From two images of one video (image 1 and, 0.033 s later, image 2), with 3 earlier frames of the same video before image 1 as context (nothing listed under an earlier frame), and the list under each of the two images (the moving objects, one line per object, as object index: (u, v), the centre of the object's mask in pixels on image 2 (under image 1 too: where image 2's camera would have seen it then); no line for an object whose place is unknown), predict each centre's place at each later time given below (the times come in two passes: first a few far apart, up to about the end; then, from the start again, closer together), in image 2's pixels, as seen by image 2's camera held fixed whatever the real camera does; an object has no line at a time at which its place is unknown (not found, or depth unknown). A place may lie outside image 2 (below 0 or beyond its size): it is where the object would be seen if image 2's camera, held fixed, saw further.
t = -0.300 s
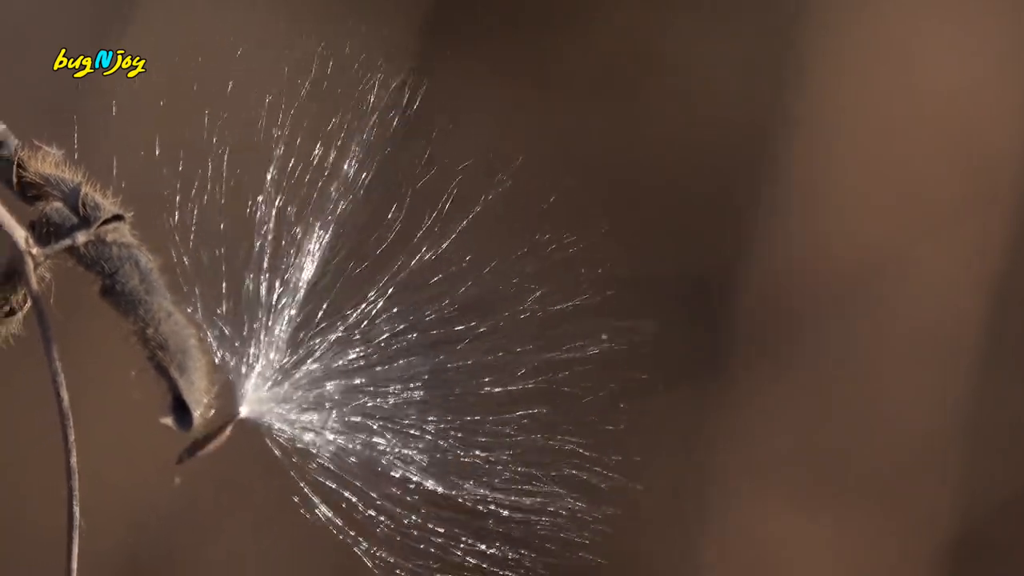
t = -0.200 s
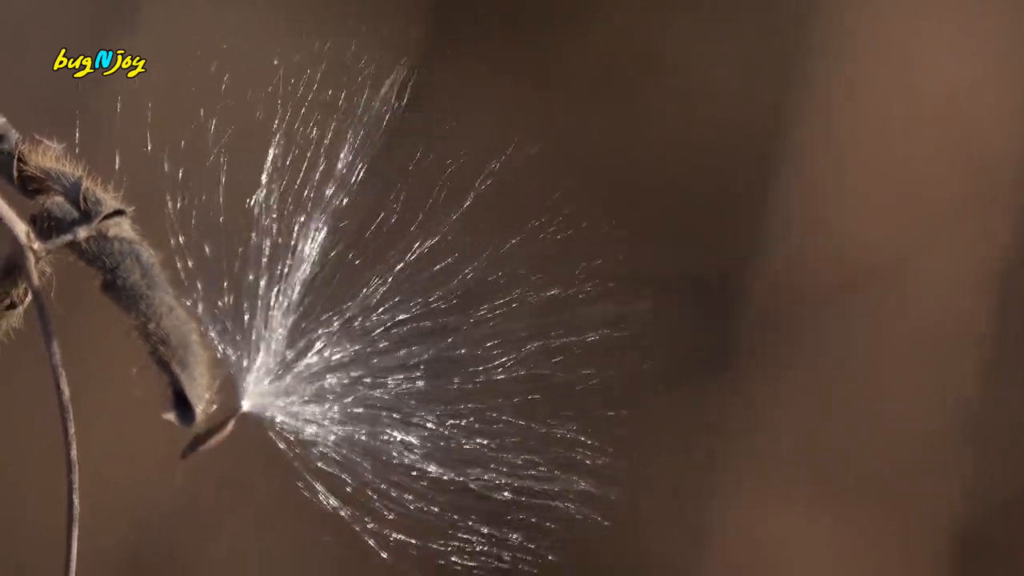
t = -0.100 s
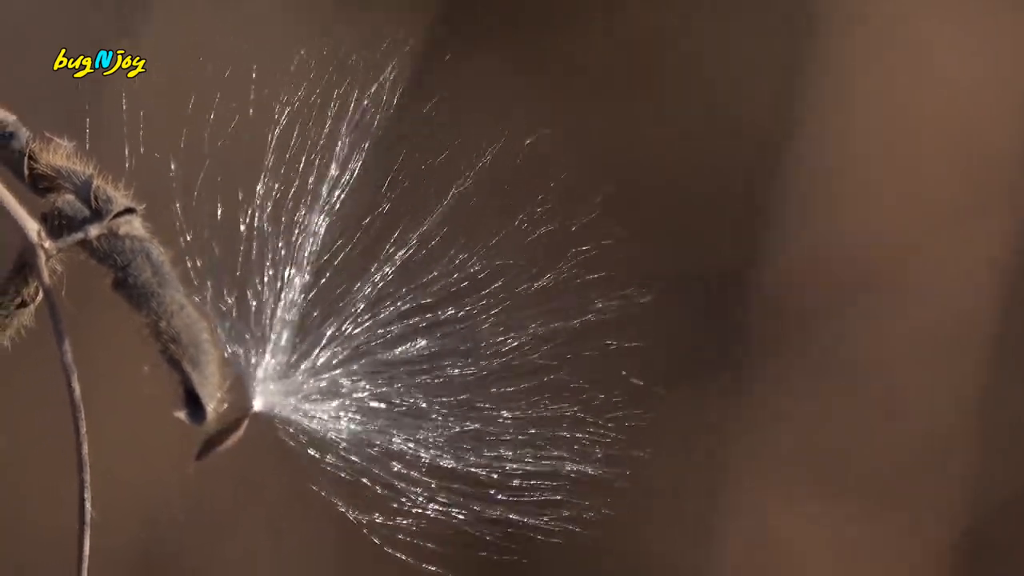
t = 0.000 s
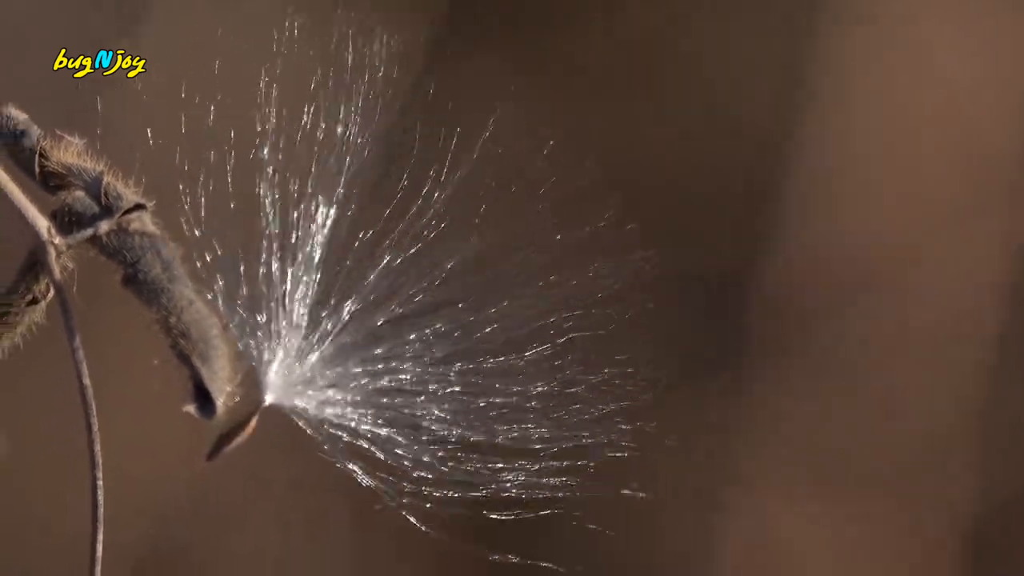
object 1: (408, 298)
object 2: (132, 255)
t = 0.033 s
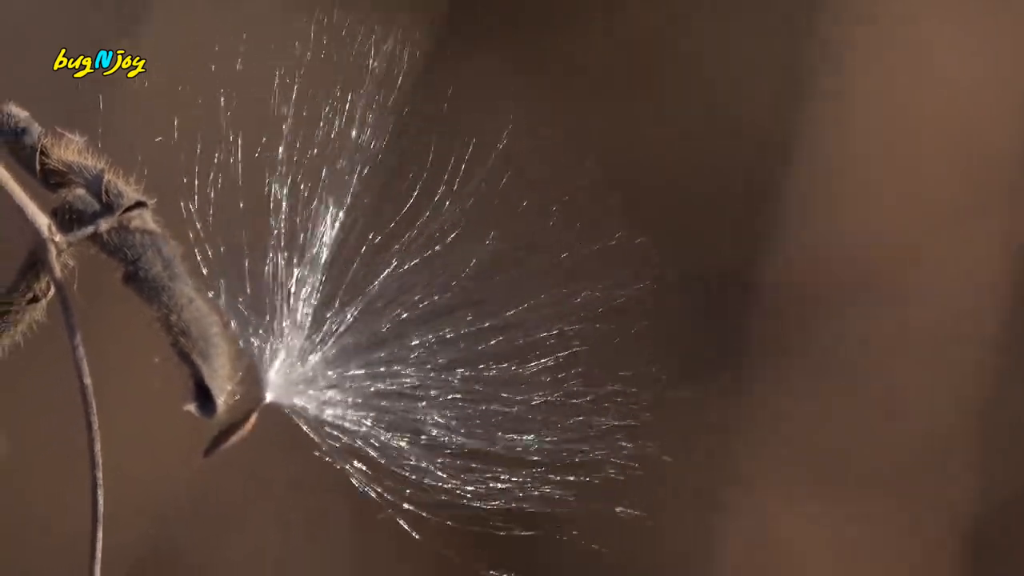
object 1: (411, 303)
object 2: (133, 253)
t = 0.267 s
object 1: (434, 317)
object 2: (143, 257)
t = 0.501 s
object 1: (445, 281)
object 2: (149, 246)
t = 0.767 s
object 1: (429, 331)
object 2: (140, 268)
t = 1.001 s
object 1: (432, 336)
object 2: (145, 266)
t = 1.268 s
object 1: (429, 304)
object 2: (150, 264)
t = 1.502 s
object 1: (422, 306)
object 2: (141, 267)
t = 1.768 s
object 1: (440, 345)
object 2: (145, 267)
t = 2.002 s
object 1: (438, 305)
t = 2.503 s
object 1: (440, 293)
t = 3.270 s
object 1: (425, 283)
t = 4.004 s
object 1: (440, 342)
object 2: (146, 260)
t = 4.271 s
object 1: (429, 277)
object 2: (148, 246)
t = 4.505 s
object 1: (431, 280)
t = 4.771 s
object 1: (440, 277)
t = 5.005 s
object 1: (445, 295)
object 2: (147, 249)
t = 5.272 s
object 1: (436, 319)
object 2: (147, 249)
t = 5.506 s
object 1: (436, 336)
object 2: (150, 265)
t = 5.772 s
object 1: (419, 305)
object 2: (136, 246)
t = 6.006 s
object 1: (422, 305)
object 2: (136, 245)
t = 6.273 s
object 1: (426, 325)
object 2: (137, 247)
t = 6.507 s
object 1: (426, 319)
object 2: (145, 265)
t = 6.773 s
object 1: (399, 278)
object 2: (141, 255)
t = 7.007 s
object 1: (445, 309)
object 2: (137, 240)
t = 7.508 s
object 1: (444, 269)
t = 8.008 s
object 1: (446, 267)
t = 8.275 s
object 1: (454, 303)
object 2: (145, 241)
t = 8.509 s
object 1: (477, 328)
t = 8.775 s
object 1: (471, 336)
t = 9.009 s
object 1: (455, 324)
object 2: (139, 238)
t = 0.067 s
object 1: (416, 304)
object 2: (131, 256)
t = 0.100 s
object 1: (423, 316)
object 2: (137, 269)
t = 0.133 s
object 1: (439, 355)
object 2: (136, 271)
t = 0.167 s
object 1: (426, 349)
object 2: (136, 275)
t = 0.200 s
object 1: (431, 336)
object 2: (139, 274)
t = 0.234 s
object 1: (437, 329)
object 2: (141, 265)
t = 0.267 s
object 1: (434, 317)
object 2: (143, 257)
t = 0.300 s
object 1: (440, 311)
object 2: (145, 256)
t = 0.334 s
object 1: (443, 324)
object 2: (143, 264)
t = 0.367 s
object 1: (443, 345)
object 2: (144, 272)
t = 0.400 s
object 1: (434, 347)
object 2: (144, 273)
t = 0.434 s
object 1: (431, 330)
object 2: (147, 264)
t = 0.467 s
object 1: (443, 323)
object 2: (149, 252)
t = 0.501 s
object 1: (445, 281)
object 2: (149, 246)
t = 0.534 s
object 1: (444, 288)
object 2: (149, 253)
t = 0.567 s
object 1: (441, 296)
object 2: (150, 263)
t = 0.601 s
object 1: (437, 311)
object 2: (145, 268)
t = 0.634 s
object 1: (445, 309)
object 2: (150, 262)
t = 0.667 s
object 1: (444, 302)
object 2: (152, 252)
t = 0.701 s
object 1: (429, 316)
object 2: (149, 256)
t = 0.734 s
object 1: (438, 311)
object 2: (149, 262)
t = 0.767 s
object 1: (429, 331)
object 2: (140, 268)
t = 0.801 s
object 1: (428, 346)
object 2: (138, 275)
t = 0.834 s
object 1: (446, 353)
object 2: (147, 270)
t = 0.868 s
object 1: (439, 351)
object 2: (151, 263)
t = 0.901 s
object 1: (442, 347)
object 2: (154, 262)
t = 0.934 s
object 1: (446, 337)
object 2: (153, 261)
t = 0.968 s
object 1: (436, 328)
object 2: (148, 261)
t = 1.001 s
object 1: (432, 336)
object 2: (145, 266)
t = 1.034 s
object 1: (435, 334)
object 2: (148, 263)
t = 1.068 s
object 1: (432, 326)
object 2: (150, 260)
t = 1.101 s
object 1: (434, 322)
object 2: (152, 258)
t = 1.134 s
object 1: (435, 311)
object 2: (151, 255)
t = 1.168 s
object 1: (436, 295)
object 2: (153, 258)
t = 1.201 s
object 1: (425, 285)
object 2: (151, 258)
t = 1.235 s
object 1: (430, 297)
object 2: (151, 261)
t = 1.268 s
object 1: (429, 304)
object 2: (150, 264)
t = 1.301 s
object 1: (429, 303)
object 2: (151, 263)
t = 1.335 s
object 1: (433, 307)
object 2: (154, 264)
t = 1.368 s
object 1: (424, 322)
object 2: (152, 258)
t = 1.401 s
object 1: (427, 324)
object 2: (152, 257)
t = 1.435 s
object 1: (429, 322)
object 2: (151, 259)
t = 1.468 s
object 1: (436, 305)
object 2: (152, 262)
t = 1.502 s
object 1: (422, 306)
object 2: (141, 267)
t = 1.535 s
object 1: (426, 311)
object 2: (141, 265)
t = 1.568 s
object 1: (424, 308)
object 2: (137, 252)
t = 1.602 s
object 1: (431, 310)
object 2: (139, 251)
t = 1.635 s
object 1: (430, 309)
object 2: (141, 250)
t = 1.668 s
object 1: (445, 309)
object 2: (147, 257)
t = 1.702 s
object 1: (439, 309)
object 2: (141, 253)
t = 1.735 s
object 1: (448, 332)
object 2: (146, 265)
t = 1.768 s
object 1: (440, 345)
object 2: (145, 267)
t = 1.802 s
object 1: (439, 334)
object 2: (144, 259)
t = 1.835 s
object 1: (441, 322)
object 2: (145, 253)
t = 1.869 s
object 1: (441, 313)
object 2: (146, 251)
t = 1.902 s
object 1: (435, 310)
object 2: (147, 254)
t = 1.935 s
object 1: (438, 311)
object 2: (148, 255)
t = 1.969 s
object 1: (433, 314)
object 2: (147, 255)
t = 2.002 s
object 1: (438, 305)
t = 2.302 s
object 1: (432, 293)
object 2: (145, 245)
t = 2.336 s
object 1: (428, 300)
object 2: (141, 247)
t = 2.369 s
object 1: (425, 295)
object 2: (139, 244)
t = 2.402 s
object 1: (434, 301)
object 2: (142, 241)
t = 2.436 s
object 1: (438, 305)
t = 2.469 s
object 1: (443, 307)
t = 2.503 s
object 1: (440, 293)
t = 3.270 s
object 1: (425, 283)
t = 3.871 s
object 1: (440, 297)
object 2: (149, 247)
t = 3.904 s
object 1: (437, 308)
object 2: (145, 251)
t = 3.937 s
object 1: (436, 331)
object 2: (142, 253)
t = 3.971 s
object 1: (435, 345)
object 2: (145, 262)
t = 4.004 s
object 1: (440, 342)
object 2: (146, 260)
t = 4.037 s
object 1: (454, 335)
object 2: (148, 249)
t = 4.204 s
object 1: (426, 263)
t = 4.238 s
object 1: (415, 274)
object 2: (144, 248)
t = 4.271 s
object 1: (429, 277)
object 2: (148, 246)
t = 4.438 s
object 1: (437, 259)
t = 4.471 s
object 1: (432, 268)
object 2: (148, 241)
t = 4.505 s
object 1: (431, 280)
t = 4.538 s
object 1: (438, 274)
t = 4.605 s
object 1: (441, 287)
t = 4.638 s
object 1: (439, 282)
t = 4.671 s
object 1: (442, 269)
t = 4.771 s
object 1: (440, 277)
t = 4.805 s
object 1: (437, 277)
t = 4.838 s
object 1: (439, 276)
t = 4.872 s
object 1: (429, 299)
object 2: (148, 245)
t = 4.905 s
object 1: (435, 316)
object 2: (148, 249)
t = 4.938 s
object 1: (444, 300)
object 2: (148, 251)
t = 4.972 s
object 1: (446, 297)
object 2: (147, 249)
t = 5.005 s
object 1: (445, 295)
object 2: (147, 249)
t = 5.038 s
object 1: (444, 294)
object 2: (147, 249)
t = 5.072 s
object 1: (434, 308)
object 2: (147, 249)
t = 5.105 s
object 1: (433, 325)
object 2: (145, 251)
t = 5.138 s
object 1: (431, 332)
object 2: (146, 255)
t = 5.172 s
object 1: (435, 307)
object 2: (147, 256)
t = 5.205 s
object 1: (435, 296)
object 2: (147, 253)
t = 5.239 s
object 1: (438, 296)
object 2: (148, 251)
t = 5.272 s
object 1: (436, 319)
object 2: (147, 249)
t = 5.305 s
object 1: (427, 321)
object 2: (145, 253)
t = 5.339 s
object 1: (431, 333)
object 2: (143, 261)
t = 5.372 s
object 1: (419, 350)
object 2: (144, 278)
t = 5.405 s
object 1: (428, 363)
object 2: (141, 277)
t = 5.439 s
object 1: (439, 358)
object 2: (144, 271)
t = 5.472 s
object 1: (440, 351)
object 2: (146, 265)
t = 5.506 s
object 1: (436, 336)
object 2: (150, 265)
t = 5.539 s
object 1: (432, 337)
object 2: (142, 256)
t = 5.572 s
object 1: (432, 343)
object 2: (141, 261)
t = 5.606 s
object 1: (428, 339)
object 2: (140, 261)
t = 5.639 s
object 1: (427, 338)
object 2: (140, 259)
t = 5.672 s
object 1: (430, 334)
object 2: (139, 254)
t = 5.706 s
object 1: (431, 322)
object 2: (139, 250)
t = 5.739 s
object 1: (425, 318)
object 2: (138, 247)
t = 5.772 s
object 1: (419, 305)
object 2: (136, 246)
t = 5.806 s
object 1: (422, 305)
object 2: (136, 246)
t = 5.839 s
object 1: (414, 292)
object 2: (137, 247)
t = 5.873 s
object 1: (412, 304)
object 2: (137, 249)
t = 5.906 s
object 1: (419, 310)
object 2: (135, 248)
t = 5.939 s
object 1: (423, 308)
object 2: (136, 248)
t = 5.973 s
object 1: (424, 313)
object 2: (136, 247)
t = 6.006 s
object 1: (422, 305)
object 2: (136, 245)
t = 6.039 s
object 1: (419, 314)
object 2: (136, 247)
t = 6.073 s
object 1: (416, 316)
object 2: (134, 250)
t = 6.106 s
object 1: (410, 335)
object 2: (137, 273)
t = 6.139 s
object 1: (409, 342)
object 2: (133, 275)
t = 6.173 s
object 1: (417, 342)
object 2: (135, 269)
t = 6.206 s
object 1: (416, 330)
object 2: (133, 250)
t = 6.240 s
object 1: (418, 326)
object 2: (136, 246)
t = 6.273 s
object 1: (426, 325)
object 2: (137, 247)
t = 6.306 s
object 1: (423, 314)
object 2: (144, 262)
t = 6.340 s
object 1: (424, 312)
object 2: (138, 253)
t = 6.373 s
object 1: (427, 315)
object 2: (139, 251)
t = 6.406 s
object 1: (430, 322)
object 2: (140, 248)
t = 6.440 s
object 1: (428, 326)
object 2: (147, 258)
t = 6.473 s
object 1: (425, 323)
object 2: (145, 260)
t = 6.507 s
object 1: (426, 319)
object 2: (145, 265)
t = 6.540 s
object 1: (429, 308)
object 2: (146, 263)
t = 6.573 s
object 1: (428, 291)
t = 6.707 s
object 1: (417, 264)
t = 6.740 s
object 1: (412, 277)
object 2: (142, 256)
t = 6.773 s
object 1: (399, 278)
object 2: (141, 255)
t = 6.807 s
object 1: (403, 274)
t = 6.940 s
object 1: (437, 270)
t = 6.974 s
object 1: (443, 293)
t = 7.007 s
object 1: (445, 309)
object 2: (137, 240)
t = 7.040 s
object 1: (442, 312)
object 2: (137, 240)
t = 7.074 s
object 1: (436, 301)
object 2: (138, 239)
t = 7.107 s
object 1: (443, 302)
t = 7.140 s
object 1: (440, 267)
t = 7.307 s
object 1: (436, 265)
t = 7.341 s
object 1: (429, 265)
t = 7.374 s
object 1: (435, 278)
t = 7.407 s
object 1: (440, 277)
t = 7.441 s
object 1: (442, 280)
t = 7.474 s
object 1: (443, 281)
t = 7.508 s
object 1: (444, 269)
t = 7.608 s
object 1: (442, 301)
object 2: (141, 237)
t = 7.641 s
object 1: (445, 304)
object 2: (140, 246)
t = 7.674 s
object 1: (441, 295)
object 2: (141, 242)
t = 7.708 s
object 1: (446, 279)
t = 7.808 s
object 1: (442, 278)
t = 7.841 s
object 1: (446, 324)
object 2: (141, 246)
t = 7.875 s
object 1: (443, 293)
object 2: (142, 242)
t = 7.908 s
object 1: (453, 275)
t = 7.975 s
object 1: (458, 251)
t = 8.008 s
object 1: (446, 267)
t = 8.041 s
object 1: (445, 283)
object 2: (141, 238)
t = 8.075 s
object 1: (451, 267)
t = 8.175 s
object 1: (465, 287)
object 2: (152, 226)
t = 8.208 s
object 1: (452, 302)
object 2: (143, 243)
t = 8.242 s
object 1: (453, 315)
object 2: (141, 248)
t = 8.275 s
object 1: (454, 303)
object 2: (145, 241)
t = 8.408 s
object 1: (463, 301)
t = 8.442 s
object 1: (460, 310)
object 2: (145, 245)
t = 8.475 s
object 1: (463, 318)
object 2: (145, 244)
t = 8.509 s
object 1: (477, 328)
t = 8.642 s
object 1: (471, 347)
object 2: (151, 249)
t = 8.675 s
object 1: (463, 350)
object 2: (146, 258)
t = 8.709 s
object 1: (459, 366)
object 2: (143, 257)
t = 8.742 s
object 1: (464, 340)
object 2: (145, 251)
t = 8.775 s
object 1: (471, 336)
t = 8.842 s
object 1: (478, 336)
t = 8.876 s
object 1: (475, 337)
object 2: (153, 252)
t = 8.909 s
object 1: (464, 313)
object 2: (149, 247)
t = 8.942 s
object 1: (466, 325)
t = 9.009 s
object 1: (455, 324)
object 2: (139, 238)
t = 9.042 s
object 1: (455, 351)
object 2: (137, 254)
